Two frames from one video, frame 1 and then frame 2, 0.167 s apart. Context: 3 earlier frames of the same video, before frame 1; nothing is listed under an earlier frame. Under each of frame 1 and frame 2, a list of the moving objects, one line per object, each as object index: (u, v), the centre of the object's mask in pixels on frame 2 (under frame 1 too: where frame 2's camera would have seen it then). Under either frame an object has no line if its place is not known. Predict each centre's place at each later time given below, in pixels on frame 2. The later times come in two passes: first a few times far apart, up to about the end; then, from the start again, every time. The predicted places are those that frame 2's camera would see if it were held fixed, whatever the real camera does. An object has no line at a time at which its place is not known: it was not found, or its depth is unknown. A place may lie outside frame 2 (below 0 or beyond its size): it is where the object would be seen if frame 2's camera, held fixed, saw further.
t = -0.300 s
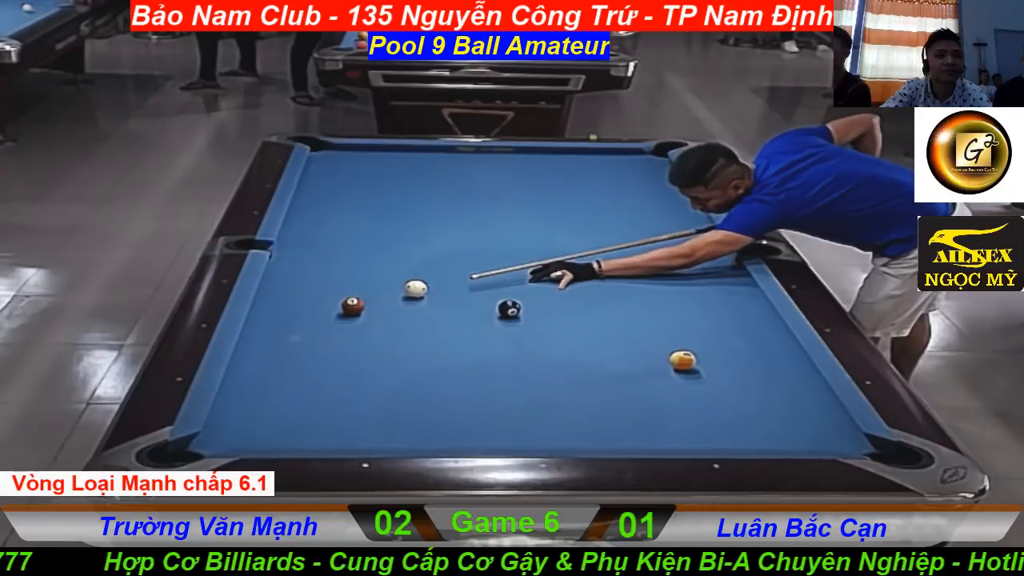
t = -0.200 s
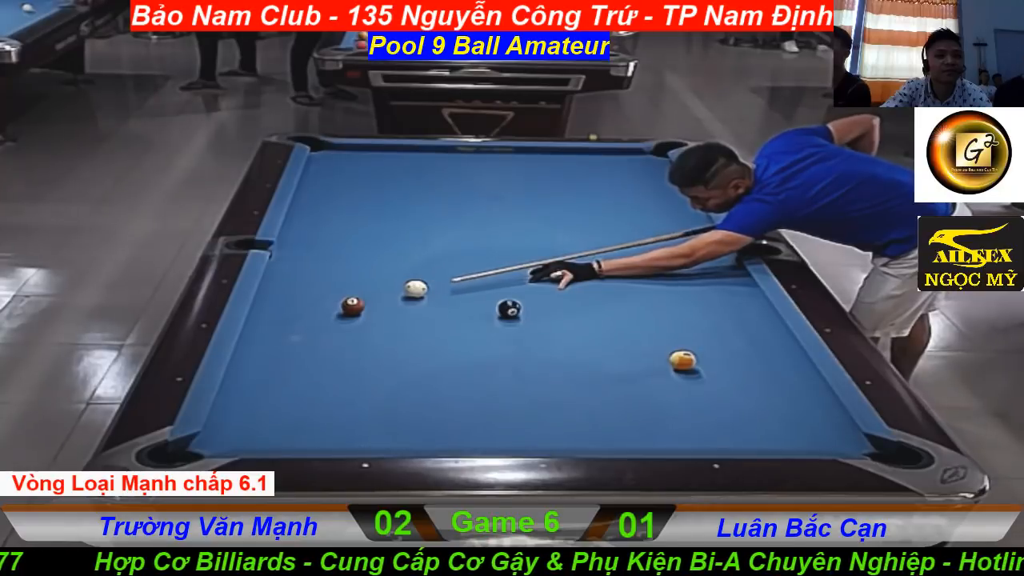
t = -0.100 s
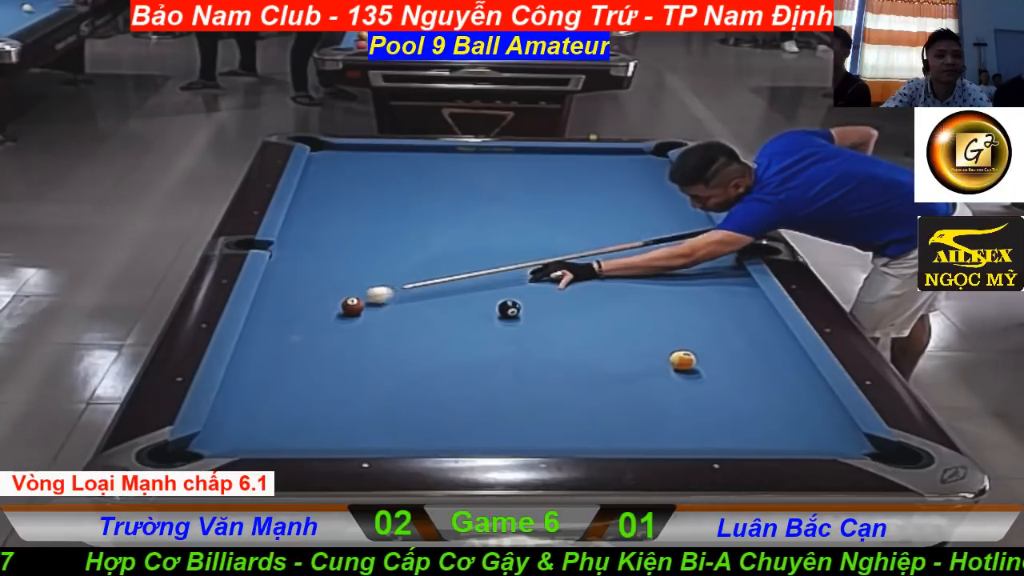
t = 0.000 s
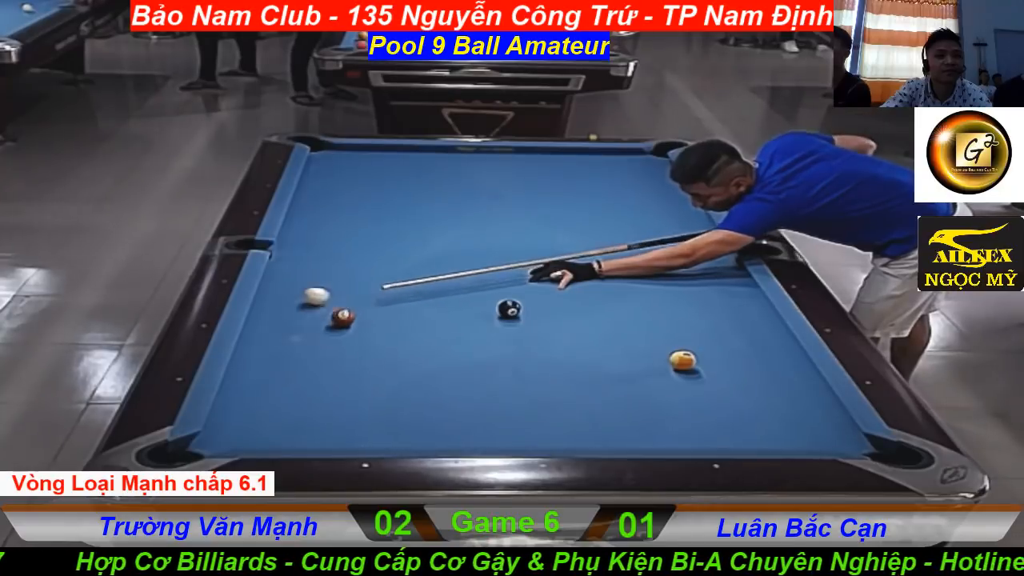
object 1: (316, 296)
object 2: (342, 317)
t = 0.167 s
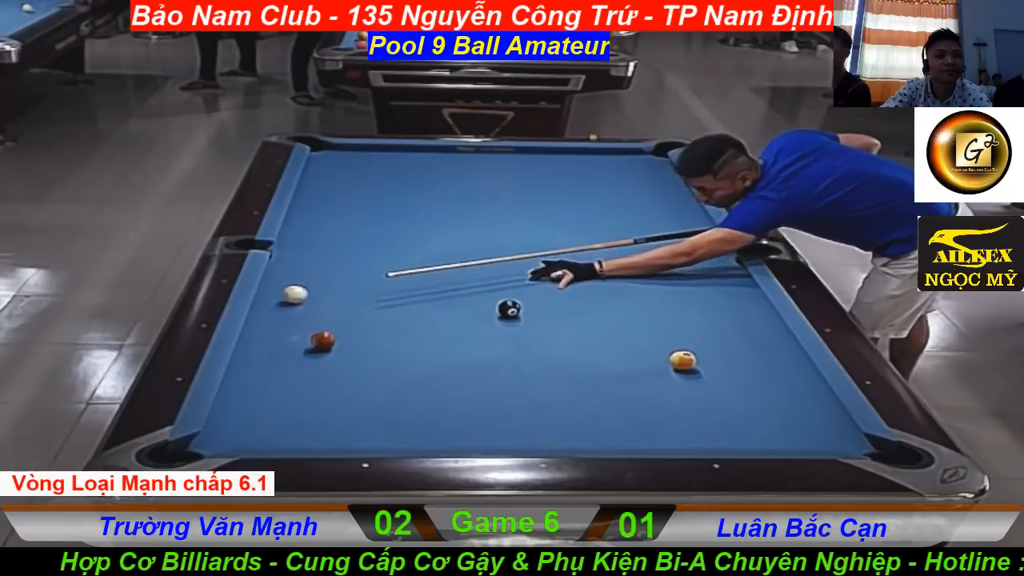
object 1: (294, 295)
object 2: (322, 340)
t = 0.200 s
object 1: (306, 294)
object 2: (318, 344)
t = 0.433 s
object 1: (376, 292)
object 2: (291, 375)
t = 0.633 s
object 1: (432, 290)
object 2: (264, 406)
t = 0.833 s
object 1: (487, 287)
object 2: (236, 437)
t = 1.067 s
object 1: (548, 285)
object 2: (192, 448)
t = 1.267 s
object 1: (598, 283)
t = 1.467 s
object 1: (646, 281)
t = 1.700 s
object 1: (699, 279)
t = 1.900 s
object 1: (741, 277)
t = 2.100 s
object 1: (715, 276)
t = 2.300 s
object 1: (687, 274)
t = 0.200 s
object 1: (306, 294)
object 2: (318, 344)
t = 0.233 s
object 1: (317, 294)
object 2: (315, 349)
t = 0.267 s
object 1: (327, 293)
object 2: (310, 353)
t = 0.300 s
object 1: (337, 293)
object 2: (306, 357)
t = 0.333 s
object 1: (347, 293)
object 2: (303, 362)
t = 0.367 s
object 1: (357, 293)
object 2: (299, 367)
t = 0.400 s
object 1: (366, 292)
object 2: (295, 371)
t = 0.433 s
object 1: (376, 292)
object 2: (291, 375)
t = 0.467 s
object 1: (385, 291)
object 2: (286, 381)
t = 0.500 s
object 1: (395, 291)
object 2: (281, 386)
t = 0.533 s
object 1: (404, 291)
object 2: (277, 391)
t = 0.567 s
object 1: (413, 290)
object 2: (273, 396)
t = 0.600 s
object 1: (423, 290)
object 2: (269, 401)
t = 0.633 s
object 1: (432, 290)
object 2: (264, 406)
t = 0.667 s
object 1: (442, 289)
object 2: (260, 411)
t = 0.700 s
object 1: (451, 289)
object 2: (255, 417)
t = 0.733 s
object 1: (460, 288)
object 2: (250, 423)
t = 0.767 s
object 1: (469, 288)
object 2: (245, 427)
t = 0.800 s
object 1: (478, 288)
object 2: (241, 433)
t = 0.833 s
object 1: (487, 287)
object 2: (236, 437)
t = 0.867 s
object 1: (496, 287)
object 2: (230, 441)
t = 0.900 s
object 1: (504, 286)
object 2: (222, 442)
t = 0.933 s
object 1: (513, 286)
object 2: (213, 442)
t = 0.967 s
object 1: (522, 286)
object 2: (206, 442)
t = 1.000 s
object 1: (531, 286)
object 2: (198, 442)
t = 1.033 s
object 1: (539, 285)
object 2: (194, 444)
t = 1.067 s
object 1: (548, 285)
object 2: (192, 448)
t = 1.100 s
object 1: (556, 285)
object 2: (189, 454)
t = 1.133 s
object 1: (565, 284)
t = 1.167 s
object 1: (573, 284)
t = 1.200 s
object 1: (582, 284)
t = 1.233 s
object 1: (590, 283)
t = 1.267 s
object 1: (598, 283)
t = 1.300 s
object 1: (606, 282)
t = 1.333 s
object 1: (614, 282)
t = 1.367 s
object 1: (622, 282)
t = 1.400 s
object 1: (630, 281)
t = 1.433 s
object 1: (638, 281)
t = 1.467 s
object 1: (646, 281)
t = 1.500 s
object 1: (653, 281)
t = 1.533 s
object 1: (661, 280)
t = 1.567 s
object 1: (669, 280)
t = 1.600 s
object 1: (677, 280)
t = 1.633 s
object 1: (684, 279)
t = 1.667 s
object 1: (692, 279)
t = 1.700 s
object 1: (699, 279)
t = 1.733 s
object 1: (707, 279)
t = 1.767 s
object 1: (714, 278)
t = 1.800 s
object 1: (722, 278)
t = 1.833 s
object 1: (729, 278)
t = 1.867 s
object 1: (736, 277)
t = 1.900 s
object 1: (741, 277)
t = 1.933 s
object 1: (736, 277)
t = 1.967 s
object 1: (731, 276)
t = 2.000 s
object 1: (727, 276)
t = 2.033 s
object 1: (723, 276)
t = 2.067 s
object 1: (719, 276)
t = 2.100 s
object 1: (715, 276)
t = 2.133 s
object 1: (710, 275)
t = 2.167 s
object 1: (706, 275)
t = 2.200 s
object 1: (703, 275)
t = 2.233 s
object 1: (699, 275)
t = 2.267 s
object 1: (695, 275)
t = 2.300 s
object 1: (687, 274)
